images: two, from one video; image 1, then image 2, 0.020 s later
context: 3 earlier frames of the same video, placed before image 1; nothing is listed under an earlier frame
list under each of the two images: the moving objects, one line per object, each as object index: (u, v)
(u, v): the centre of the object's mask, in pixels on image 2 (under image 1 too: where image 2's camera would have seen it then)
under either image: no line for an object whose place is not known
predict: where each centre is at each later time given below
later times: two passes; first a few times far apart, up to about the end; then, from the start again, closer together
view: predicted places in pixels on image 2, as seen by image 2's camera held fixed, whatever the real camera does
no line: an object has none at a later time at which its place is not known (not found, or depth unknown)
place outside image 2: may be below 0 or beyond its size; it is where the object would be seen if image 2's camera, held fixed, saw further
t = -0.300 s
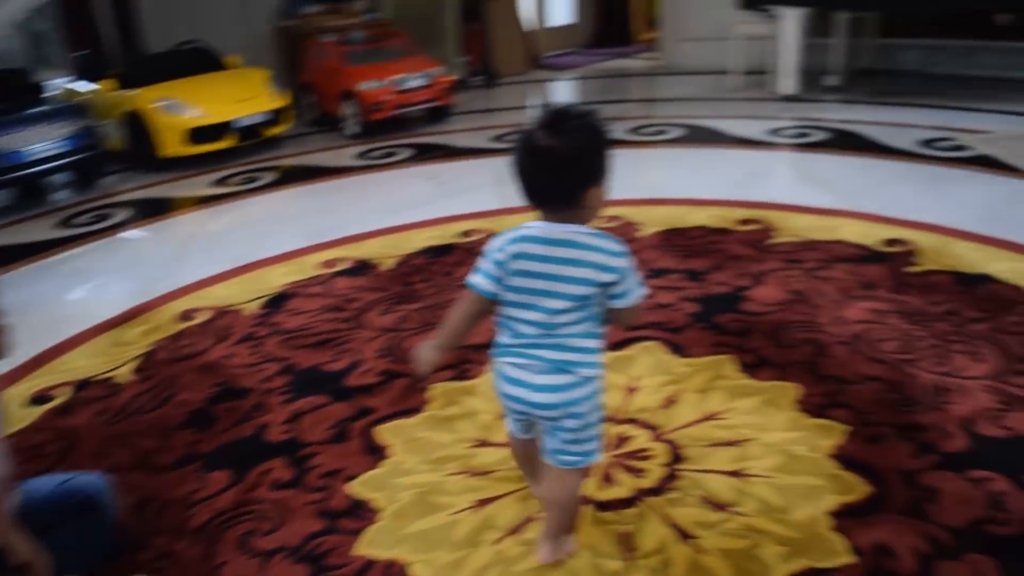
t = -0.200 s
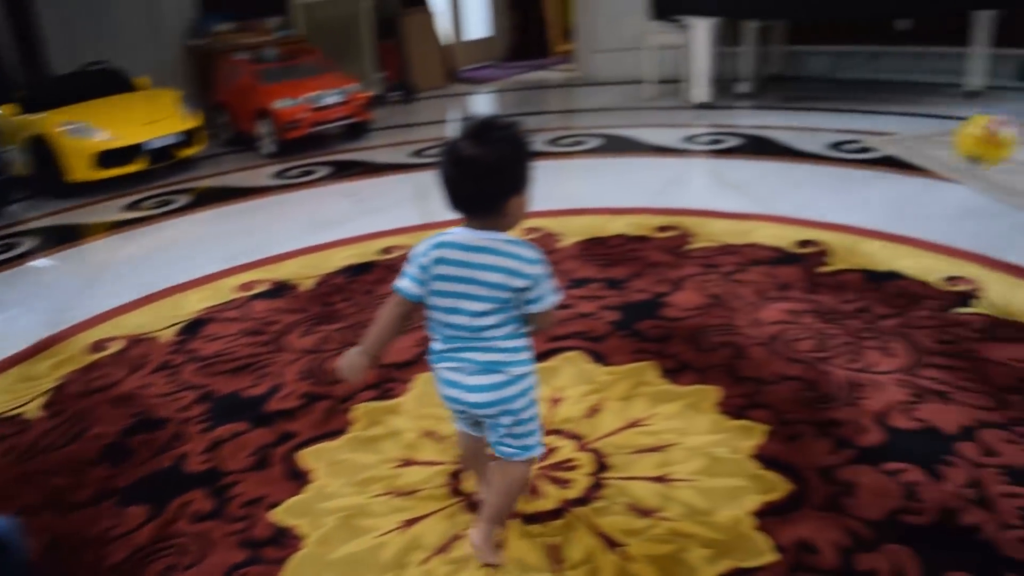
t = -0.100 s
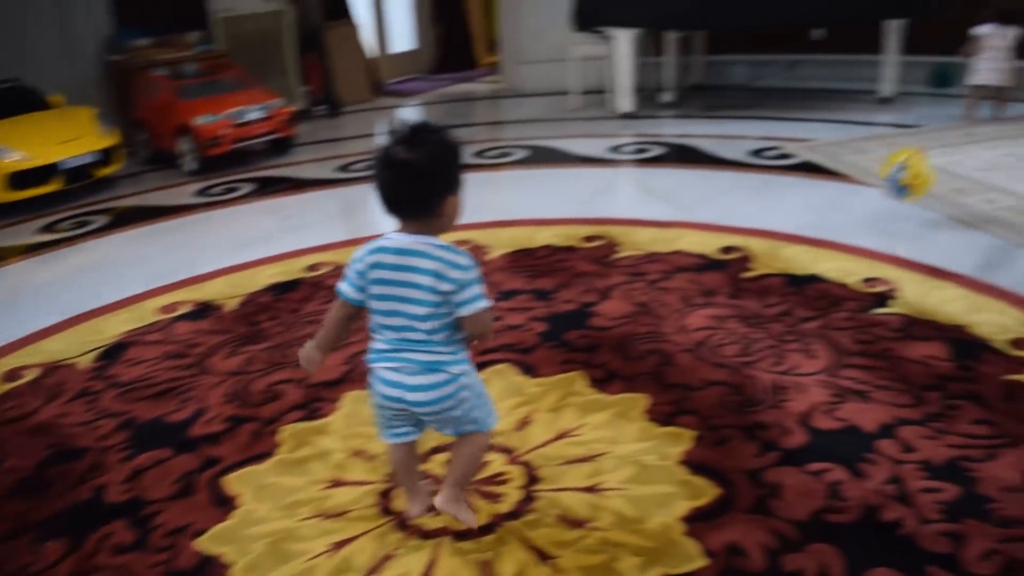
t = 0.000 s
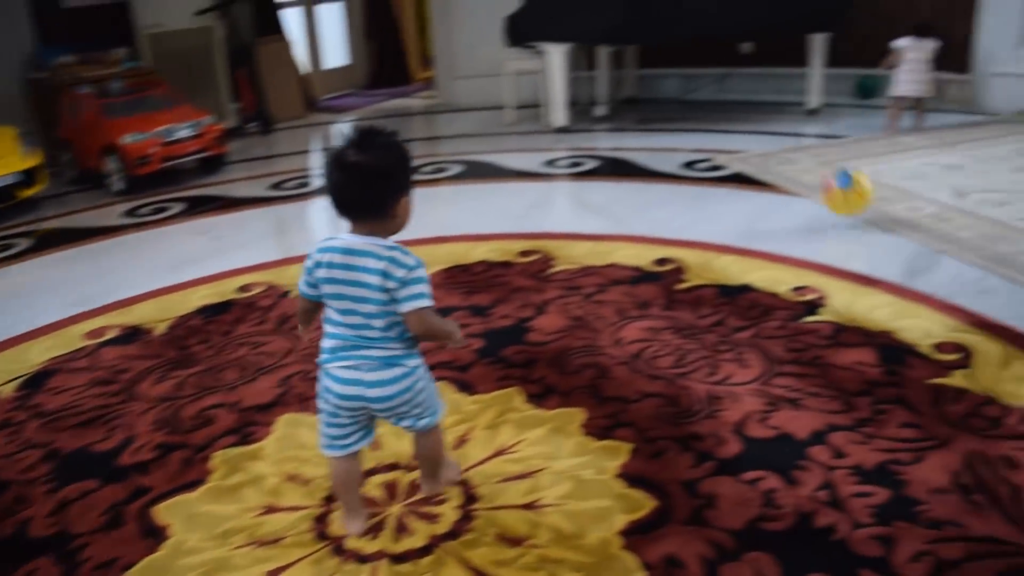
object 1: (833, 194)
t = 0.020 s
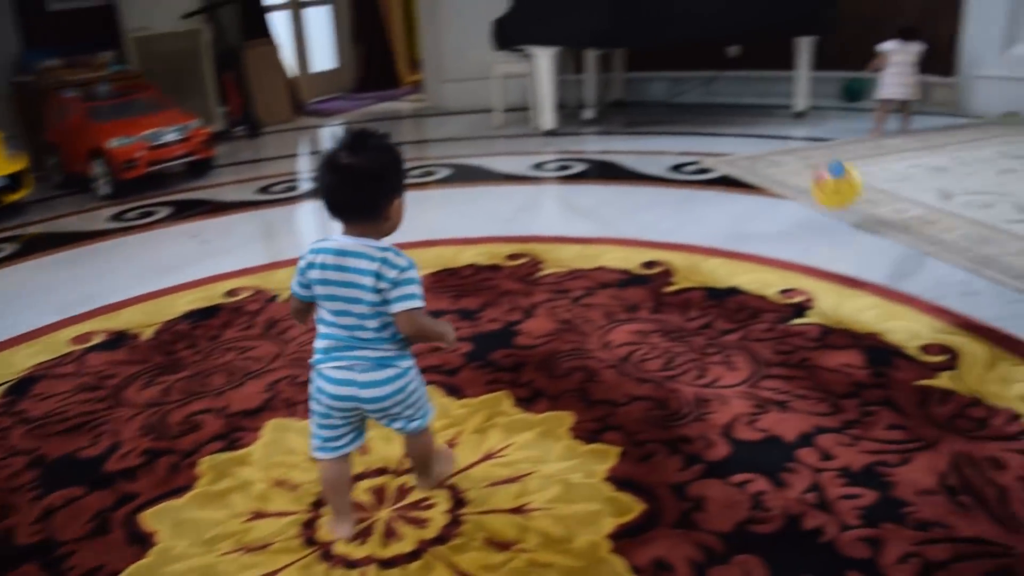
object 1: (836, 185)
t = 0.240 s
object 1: (871, 144)
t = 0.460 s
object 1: (894, 176)
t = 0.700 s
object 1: (931, 142)
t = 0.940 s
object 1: (961, 142)
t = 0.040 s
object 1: (840, 176)
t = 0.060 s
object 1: (844, 170)
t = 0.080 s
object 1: (847, 163)
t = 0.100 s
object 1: (850, 157)
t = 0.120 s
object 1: (853, 152)
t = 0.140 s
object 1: (856, 149)
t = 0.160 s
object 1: (860, 146)
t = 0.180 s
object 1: (863, 144)
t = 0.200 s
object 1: (865, 143)
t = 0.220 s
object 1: (868, 143)
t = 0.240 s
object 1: (871, 144)
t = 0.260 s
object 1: (873, 146)
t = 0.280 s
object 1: (875, 148)
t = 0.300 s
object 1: (877, 152)
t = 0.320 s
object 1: (879, 156)
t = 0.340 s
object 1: (881, 161)
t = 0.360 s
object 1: (883, 165)
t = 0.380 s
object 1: (885, 169)
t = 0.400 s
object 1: (886, 178)
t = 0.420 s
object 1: (887, 186)
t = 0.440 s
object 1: (890, 185)
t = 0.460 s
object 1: (894, 176)
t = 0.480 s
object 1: (898, 169)
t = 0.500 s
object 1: (901, 162)
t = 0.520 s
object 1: (904, 156)
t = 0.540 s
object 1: (908, 152)
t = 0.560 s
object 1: (911, 148)
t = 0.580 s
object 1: (914, 145)
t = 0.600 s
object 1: (917, 143)
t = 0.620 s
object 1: (920, 141)
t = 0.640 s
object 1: (923, 140)
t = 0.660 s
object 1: (925, 140)
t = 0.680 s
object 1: (928, 141)
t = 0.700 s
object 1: (931, 142)
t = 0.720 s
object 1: (933, 145)
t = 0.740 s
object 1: (936, 147)
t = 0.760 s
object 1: (938, 151)
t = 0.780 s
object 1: (939, 155)
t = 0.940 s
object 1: (961, 142)
